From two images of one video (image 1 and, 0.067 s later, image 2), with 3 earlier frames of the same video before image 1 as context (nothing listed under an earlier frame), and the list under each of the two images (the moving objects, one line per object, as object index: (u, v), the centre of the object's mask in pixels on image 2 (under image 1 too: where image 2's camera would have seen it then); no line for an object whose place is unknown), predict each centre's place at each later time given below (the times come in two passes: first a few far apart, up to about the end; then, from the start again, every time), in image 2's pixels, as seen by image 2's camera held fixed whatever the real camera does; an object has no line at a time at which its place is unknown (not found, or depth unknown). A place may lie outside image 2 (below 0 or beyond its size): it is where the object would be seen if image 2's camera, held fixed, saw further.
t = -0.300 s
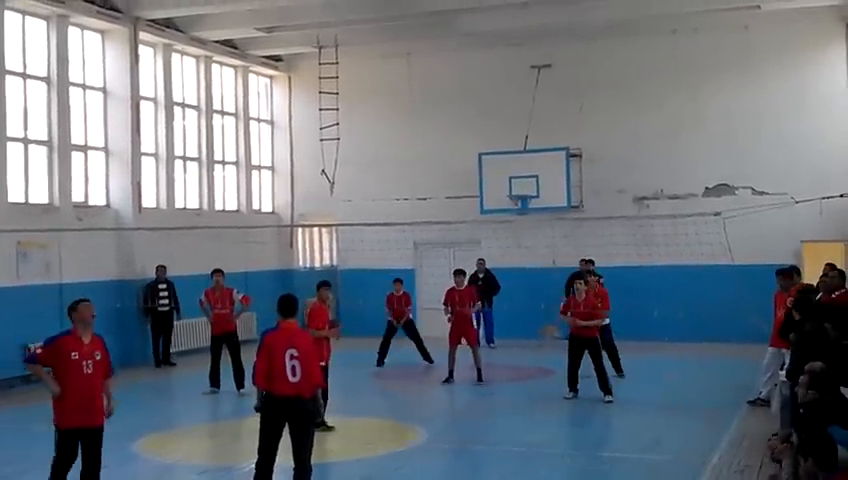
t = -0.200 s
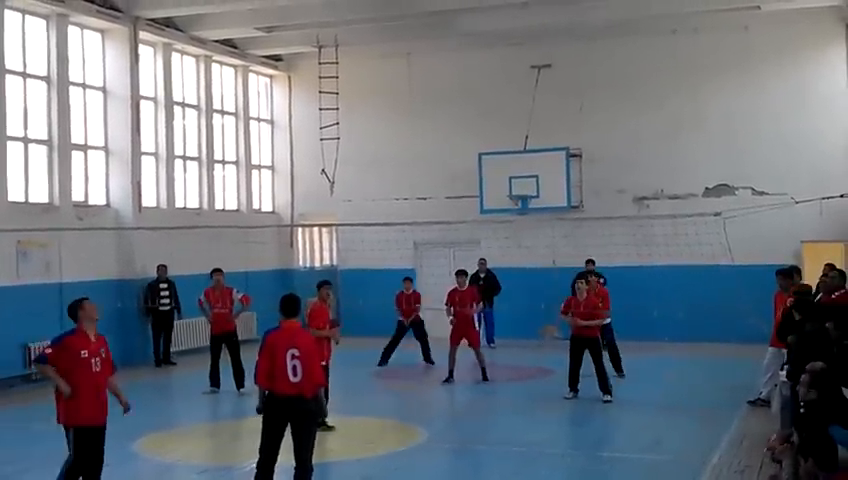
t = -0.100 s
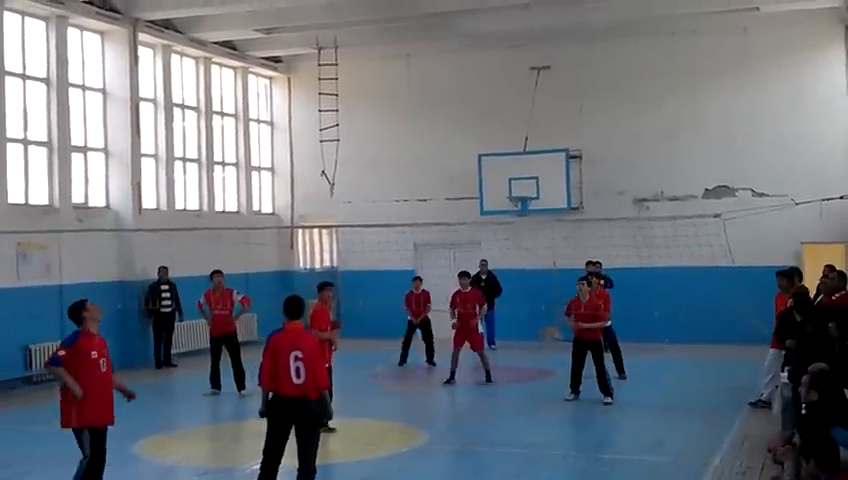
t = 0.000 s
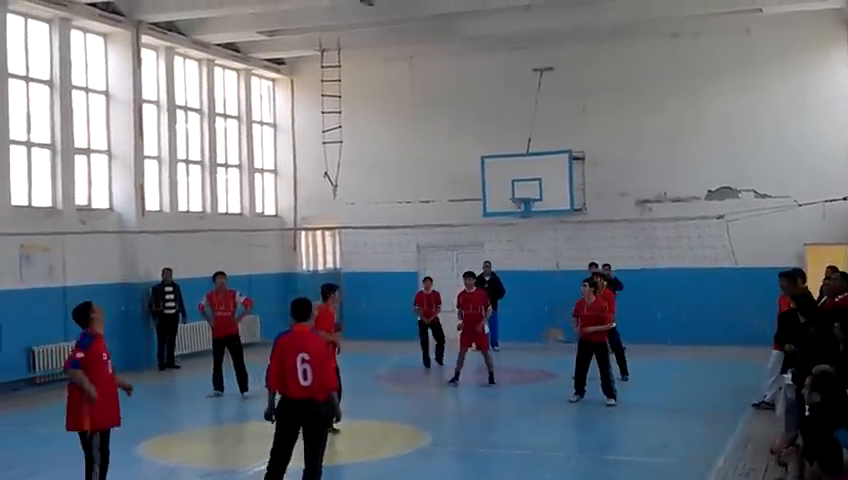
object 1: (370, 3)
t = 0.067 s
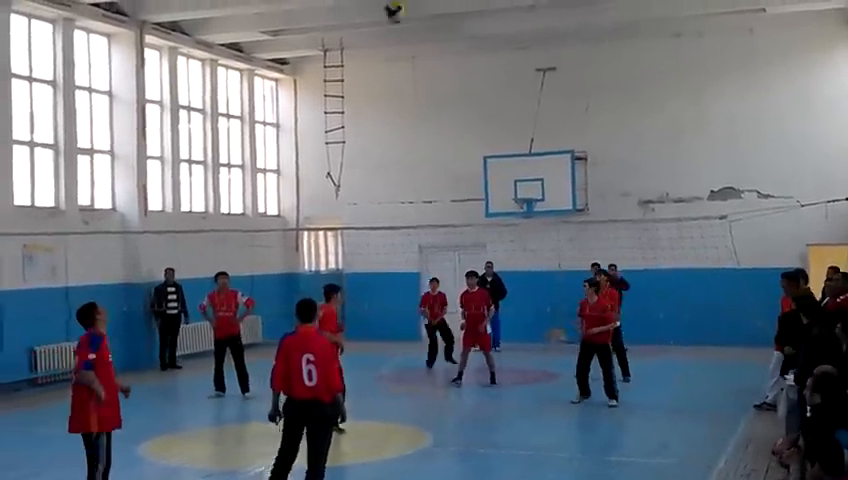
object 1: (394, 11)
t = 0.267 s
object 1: (444, 74)
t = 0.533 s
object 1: (489, 171)
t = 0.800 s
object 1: (520, 279)
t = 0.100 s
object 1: (404, 22)
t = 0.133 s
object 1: (414, 32)
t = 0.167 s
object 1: (423, 42)
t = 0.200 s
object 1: (431, 53)
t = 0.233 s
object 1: (438, 63)
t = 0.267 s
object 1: (444, 74)
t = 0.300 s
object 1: (452, 85)
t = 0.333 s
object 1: (458, 98)
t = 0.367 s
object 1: (464, 109)
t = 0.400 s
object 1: (469, 122)
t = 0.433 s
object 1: (475, 134)
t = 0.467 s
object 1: (481, 146)
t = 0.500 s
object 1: (485, 159)
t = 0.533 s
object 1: (489, 171)
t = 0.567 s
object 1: (494, 186)
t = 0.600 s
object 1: (499, 199)
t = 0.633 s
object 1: (503, 212)
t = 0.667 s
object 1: (505, 226)
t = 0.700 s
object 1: (510, 239)
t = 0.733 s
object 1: (514, 253)
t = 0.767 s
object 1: (518, 265)
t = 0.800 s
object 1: (520, 279)
